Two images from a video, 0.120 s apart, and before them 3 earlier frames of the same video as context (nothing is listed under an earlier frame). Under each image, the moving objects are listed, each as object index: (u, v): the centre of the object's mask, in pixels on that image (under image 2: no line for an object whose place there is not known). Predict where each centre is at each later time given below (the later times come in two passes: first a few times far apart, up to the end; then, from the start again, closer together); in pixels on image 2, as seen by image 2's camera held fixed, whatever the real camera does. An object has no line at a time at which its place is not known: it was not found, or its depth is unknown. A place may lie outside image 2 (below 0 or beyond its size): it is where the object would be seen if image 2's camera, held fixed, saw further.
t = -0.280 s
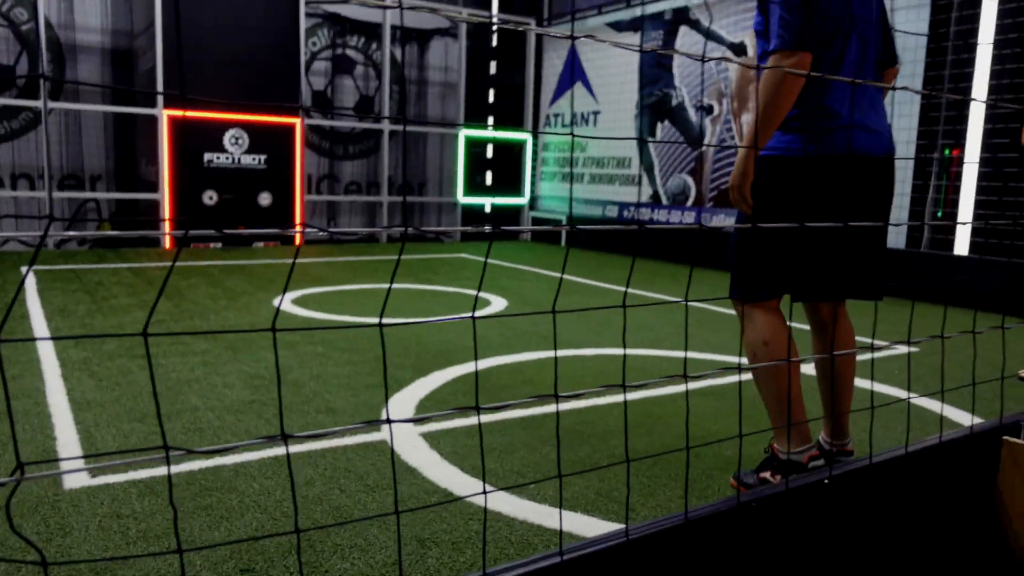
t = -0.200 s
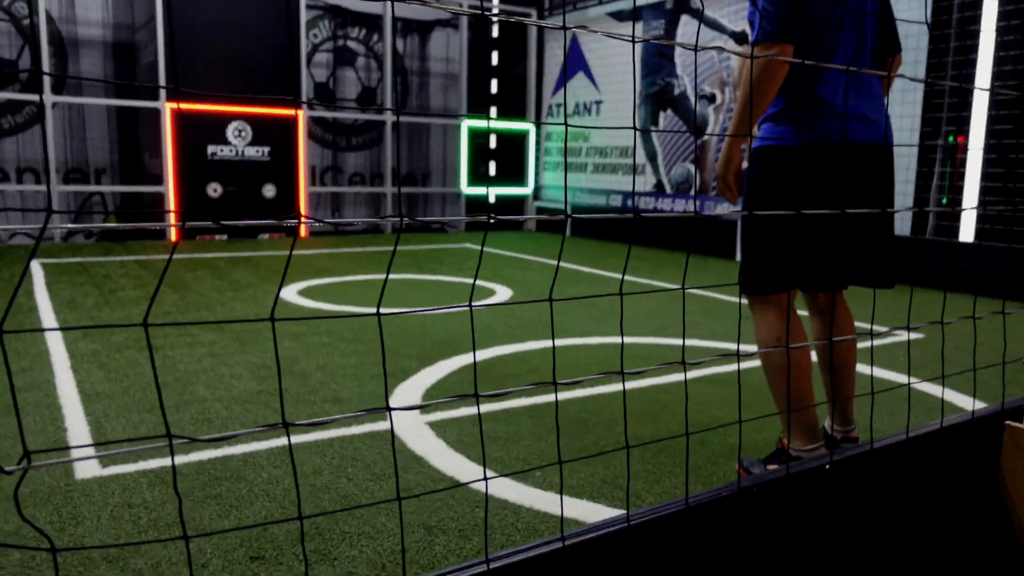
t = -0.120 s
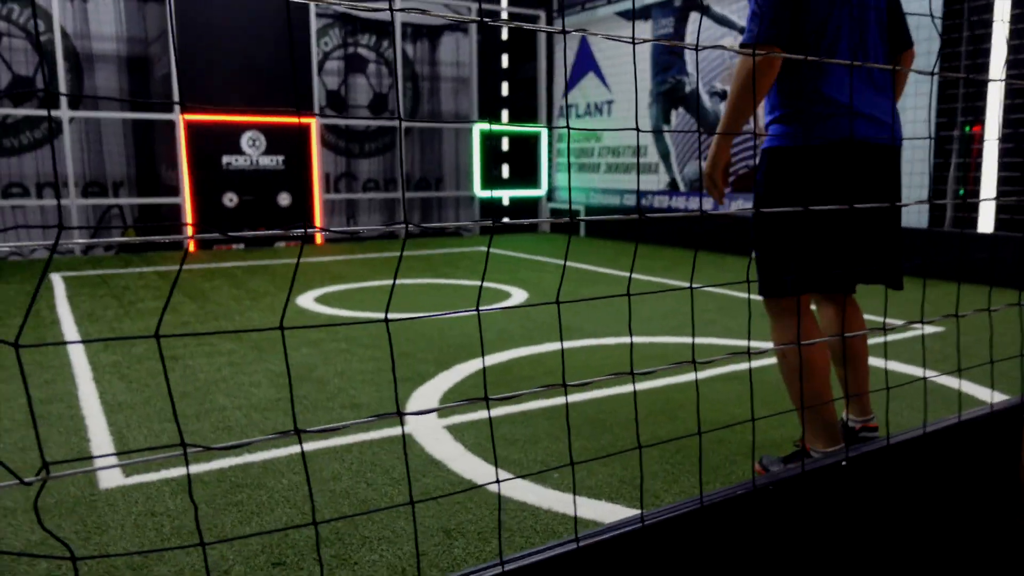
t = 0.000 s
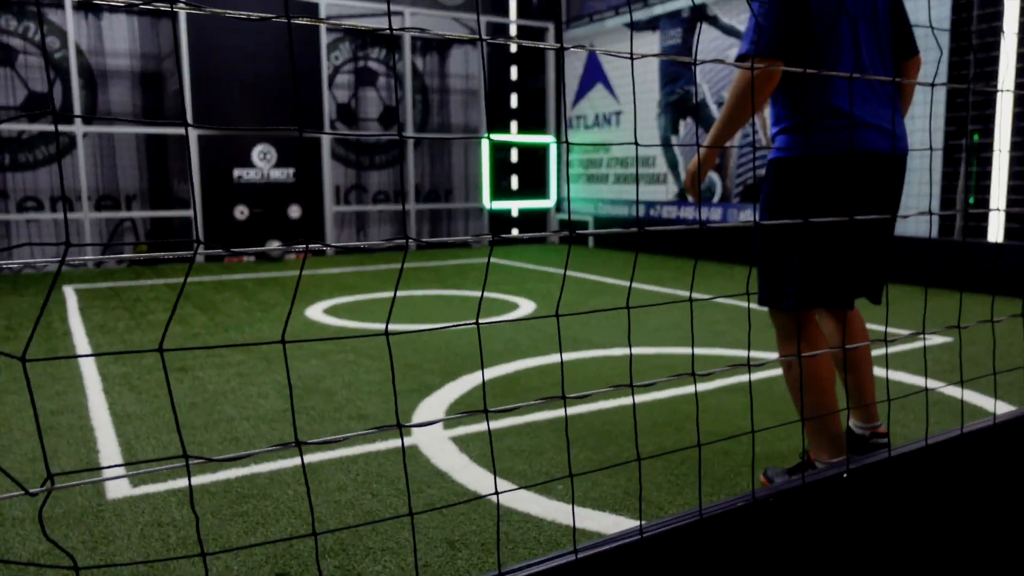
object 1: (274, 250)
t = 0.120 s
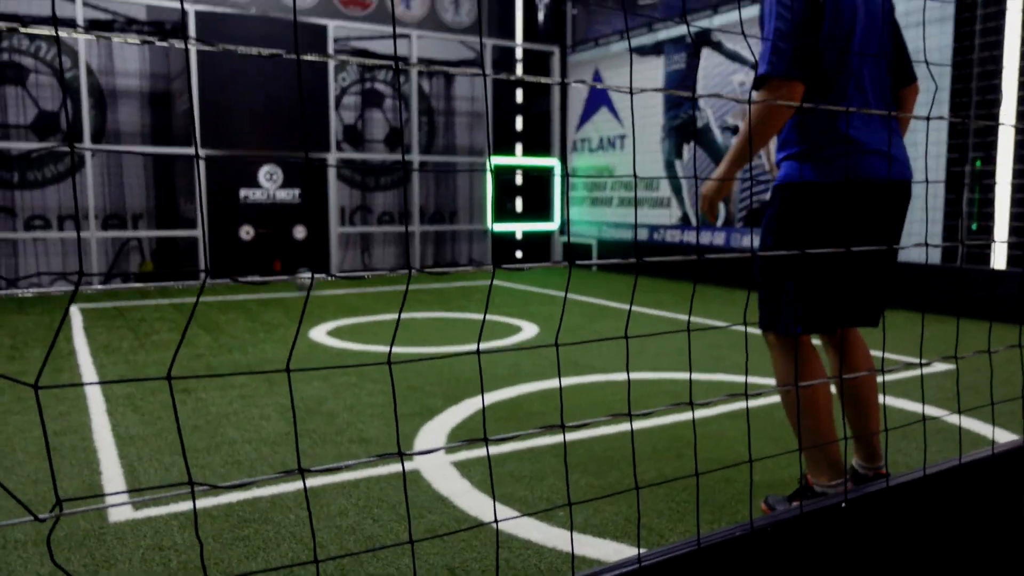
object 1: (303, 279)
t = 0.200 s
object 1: (325, 290)
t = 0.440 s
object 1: (387, 312)
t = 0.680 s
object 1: (467, 339)
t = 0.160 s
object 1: (315, 284)
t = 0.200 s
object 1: (325, 290)
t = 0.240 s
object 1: (333, 292)
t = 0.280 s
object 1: (344, 296)
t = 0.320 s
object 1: (354, 299)
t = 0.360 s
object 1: (364, 301)
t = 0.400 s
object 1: (376, 307)
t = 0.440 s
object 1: (387, 312)
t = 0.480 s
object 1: (399, 315)
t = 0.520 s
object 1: (411, 319)
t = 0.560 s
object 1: (424, 324)
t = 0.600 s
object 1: (437, 329)
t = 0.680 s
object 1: (467, 339)
